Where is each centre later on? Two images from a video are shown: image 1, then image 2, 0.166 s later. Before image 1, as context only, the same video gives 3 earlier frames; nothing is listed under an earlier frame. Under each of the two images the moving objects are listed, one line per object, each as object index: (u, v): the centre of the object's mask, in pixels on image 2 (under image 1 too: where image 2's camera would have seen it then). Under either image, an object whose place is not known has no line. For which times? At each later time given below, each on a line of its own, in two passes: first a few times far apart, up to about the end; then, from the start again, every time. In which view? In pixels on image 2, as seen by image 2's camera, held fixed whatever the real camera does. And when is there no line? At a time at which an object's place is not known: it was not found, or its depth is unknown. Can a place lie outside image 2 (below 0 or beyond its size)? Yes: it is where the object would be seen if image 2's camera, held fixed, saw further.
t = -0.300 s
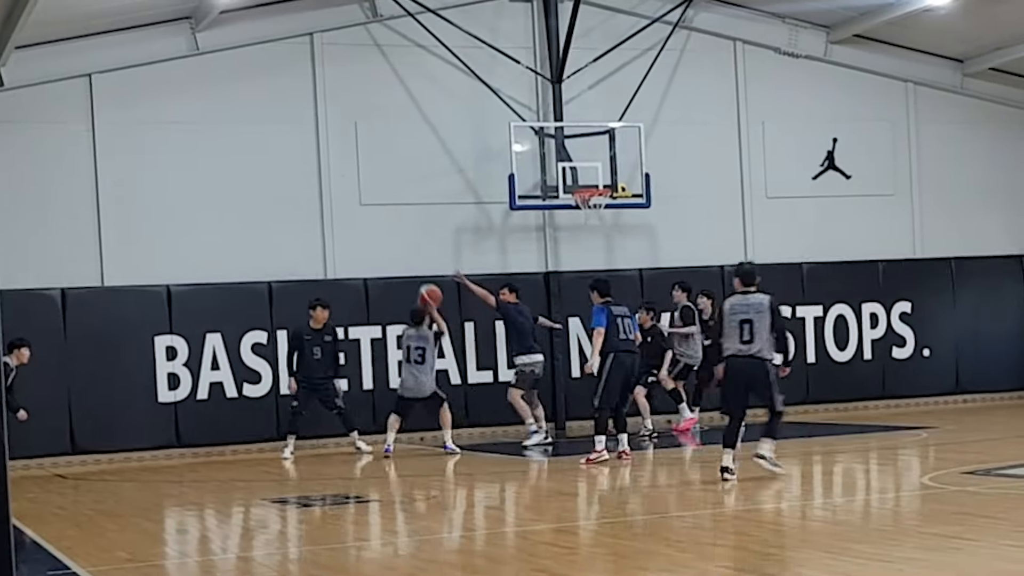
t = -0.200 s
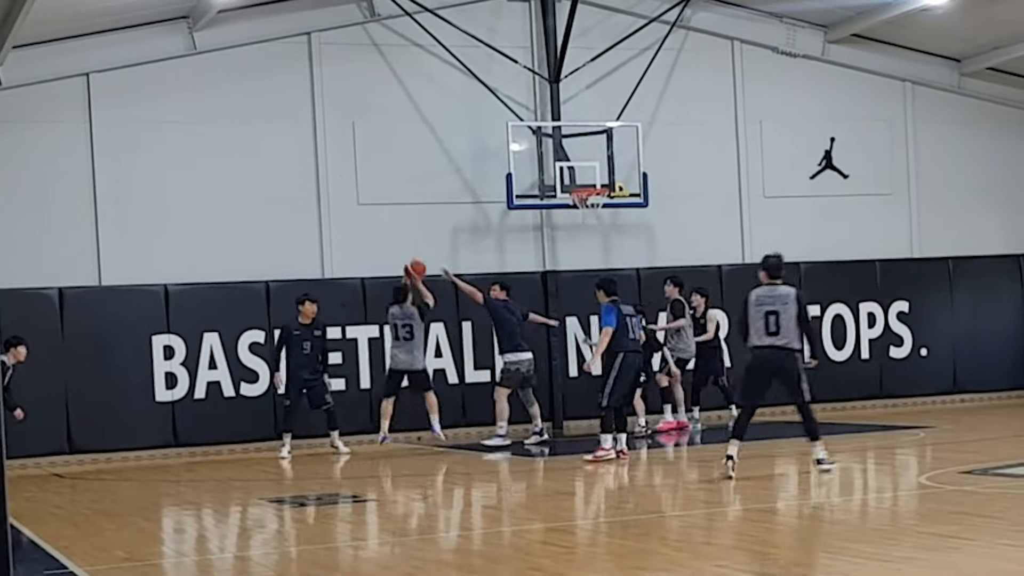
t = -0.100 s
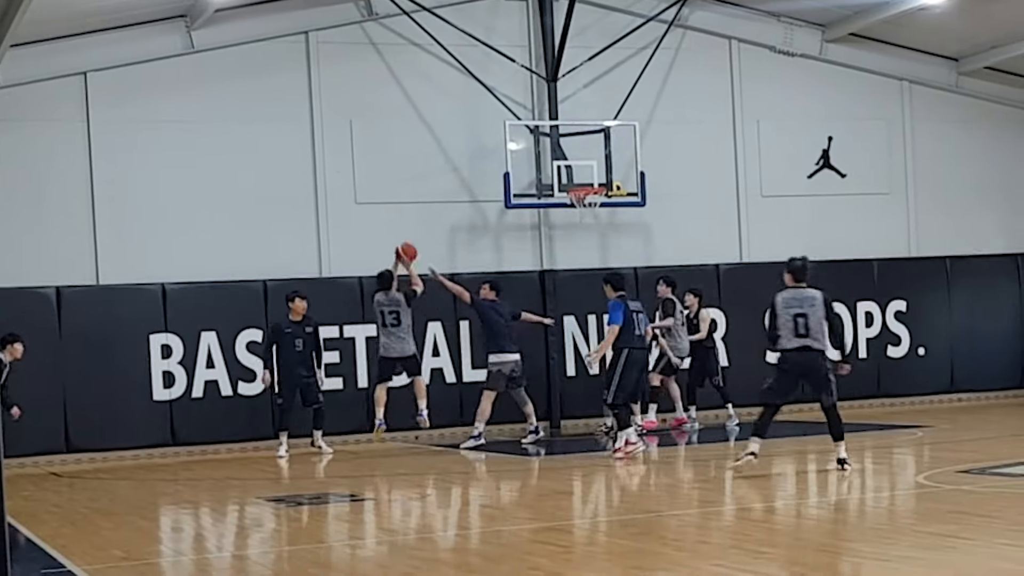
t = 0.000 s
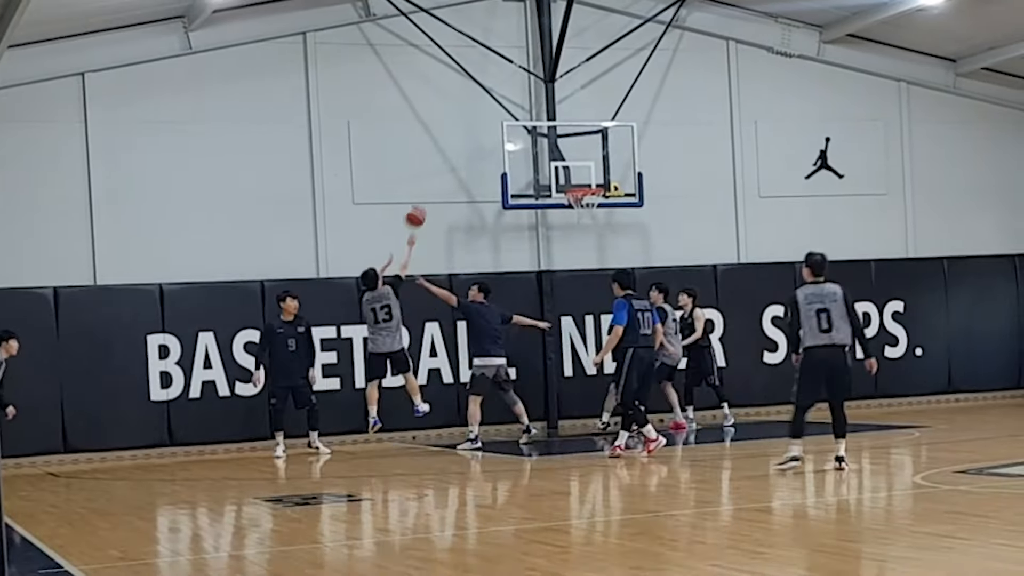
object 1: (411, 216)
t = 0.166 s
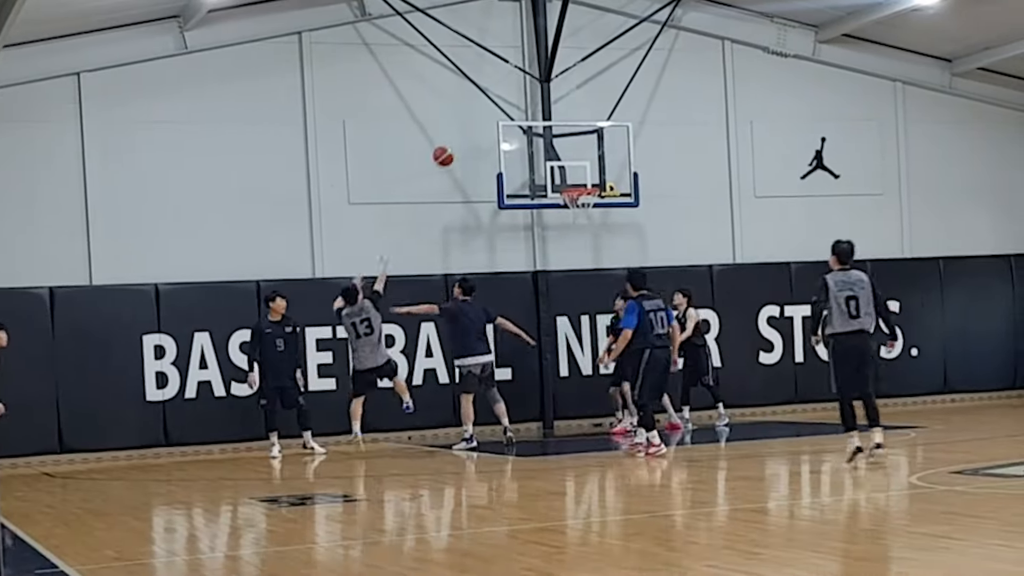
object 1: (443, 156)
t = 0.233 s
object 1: (457, 138)
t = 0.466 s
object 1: (502, 112)
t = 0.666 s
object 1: (539, 126)
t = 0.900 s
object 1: (582, 179)
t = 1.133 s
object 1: (562, 214)
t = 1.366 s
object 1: (540, 246)
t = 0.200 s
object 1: (449, 147)
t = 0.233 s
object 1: (457, 138)
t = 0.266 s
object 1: (463, 132)
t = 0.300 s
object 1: (469, 126)
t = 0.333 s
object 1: (475, 121)
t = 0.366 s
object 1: (482, 118)
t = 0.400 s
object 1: (489, 115)
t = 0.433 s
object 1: (495, 113)
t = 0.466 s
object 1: (502, 112)
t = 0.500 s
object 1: (509, 112)
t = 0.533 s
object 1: (514, 113)
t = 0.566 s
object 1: (521, 114)
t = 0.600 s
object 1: (527, 118)
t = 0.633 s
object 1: (533, 121)
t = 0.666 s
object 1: (539, 126)
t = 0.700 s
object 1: (545, 130)
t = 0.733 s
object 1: (551, 136)
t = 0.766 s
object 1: (559, 143)
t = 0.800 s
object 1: (564, 152)
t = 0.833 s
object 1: (570, 160)
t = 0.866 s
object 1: (576, 169)
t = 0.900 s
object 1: (582, 179)
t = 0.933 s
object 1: (589, 190)
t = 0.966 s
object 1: (586, 196)
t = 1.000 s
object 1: (579, 204)
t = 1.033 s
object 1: (575, 210)
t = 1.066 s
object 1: (569, 211)
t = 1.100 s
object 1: (566, 212)
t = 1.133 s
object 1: (562, 214)
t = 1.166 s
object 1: (558, 215)
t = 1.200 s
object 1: (555, 219)
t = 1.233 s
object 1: (552, 222)
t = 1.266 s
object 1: (549, 227)
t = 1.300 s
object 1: (547, 233)
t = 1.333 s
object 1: (543, 239)
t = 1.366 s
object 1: (540, 246)
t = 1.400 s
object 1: (537, 255)
